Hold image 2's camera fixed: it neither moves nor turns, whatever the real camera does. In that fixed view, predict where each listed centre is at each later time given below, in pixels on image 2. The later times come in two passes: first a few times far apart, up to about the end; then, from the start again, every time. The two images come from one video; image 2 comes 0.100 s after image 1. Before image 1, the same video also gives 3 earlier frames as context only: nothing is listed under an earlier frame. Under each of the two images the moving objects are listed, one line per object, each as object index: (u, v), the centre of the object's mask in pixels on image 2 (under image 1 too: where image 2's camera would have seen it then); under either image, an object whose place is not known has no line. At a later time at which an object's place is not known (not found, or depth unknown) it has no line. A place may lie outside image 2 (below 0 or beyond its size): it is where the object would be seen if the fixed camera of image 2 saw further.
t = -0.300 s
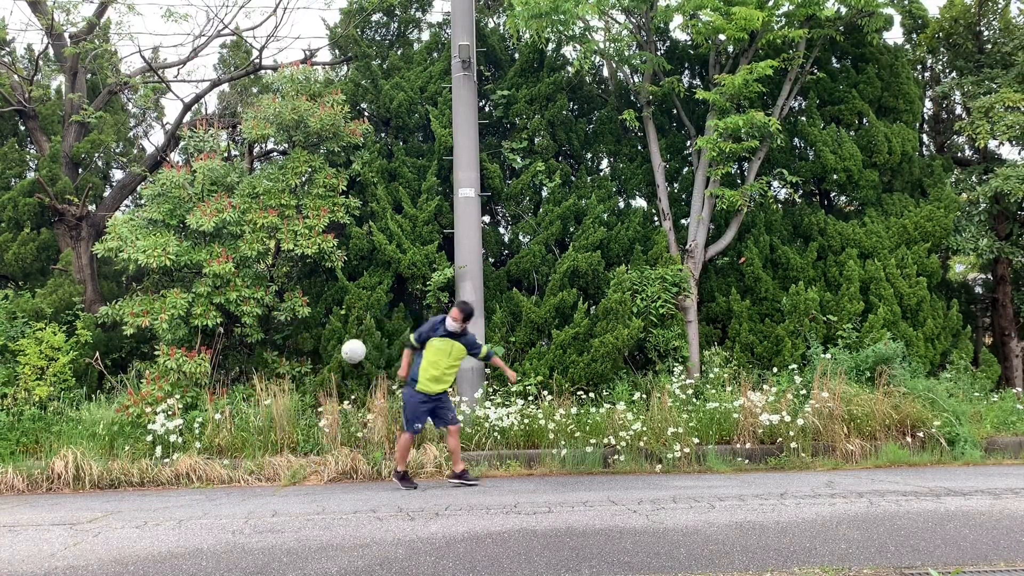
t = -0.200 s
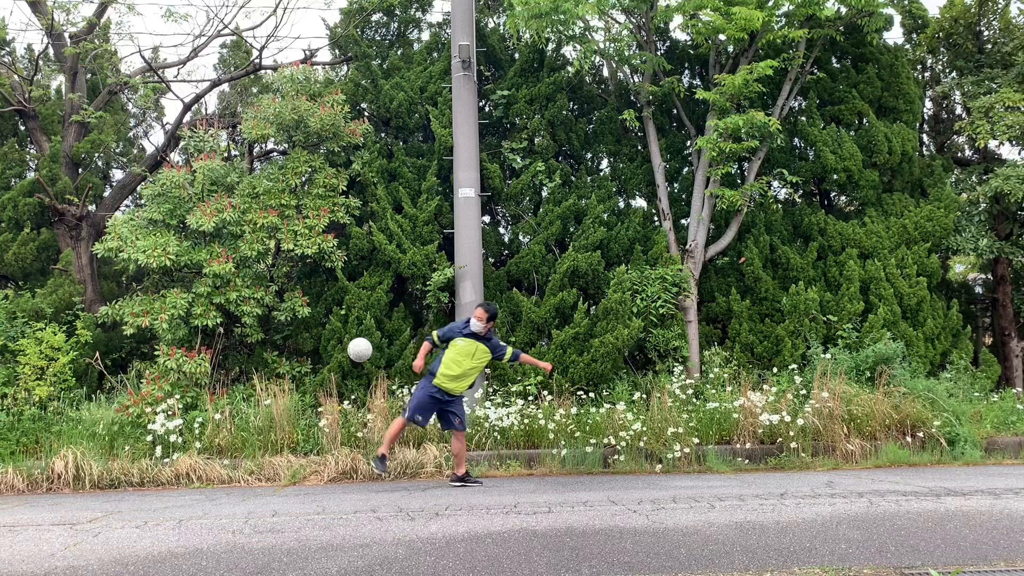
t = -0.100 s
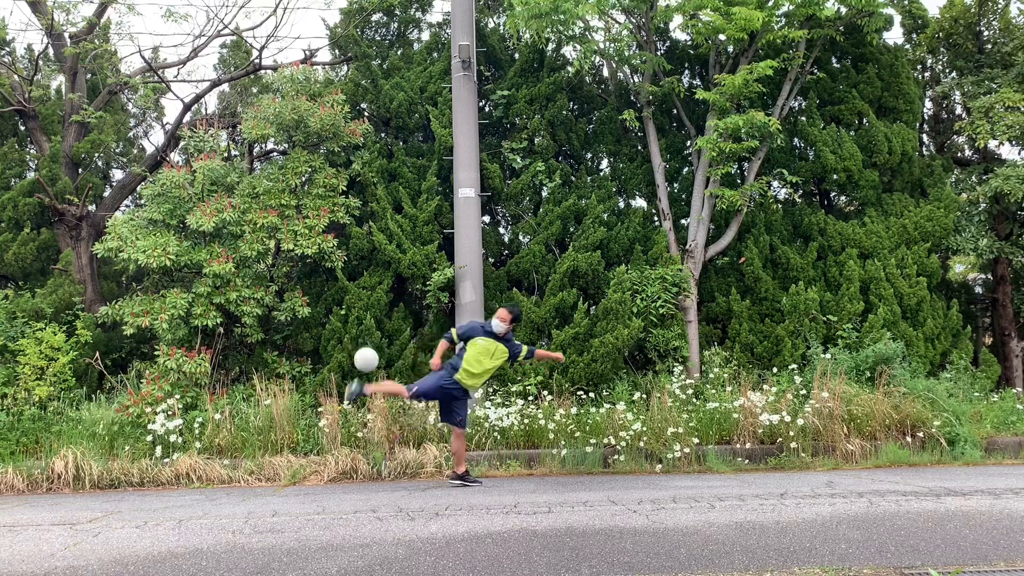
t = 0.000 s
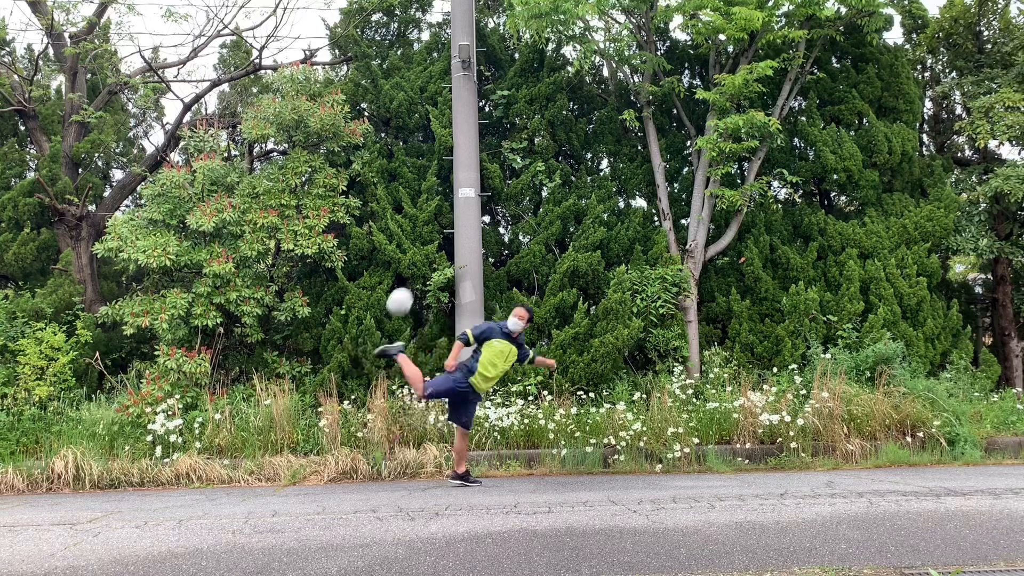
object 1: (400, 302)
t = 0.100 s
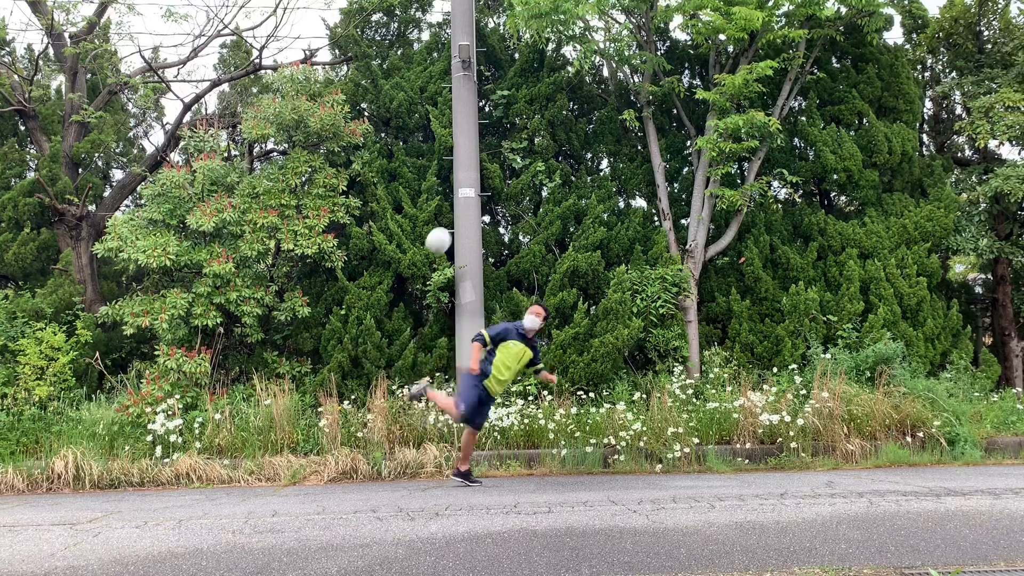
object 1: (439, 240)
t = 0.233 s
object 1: (490, 178)
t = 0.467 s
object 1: (583, 116)
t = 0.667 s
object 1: (667, 112)
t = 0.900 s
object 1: (772, 167)
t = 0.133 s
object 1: (451, 223)
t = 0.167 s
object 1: (464, 206)
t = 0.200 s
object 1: (479, 190)
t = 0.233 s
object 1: (490, 178)
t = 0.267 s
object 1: (503, 165)
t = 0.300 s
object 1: (516, 154)
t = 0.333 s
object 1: (529, 144)
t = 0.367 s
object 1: (543, 135)
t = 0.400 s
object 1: (556, 128)
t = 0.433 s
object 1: (570, 122)
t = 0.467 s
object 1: (583, 116)
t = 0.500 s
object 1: (597, 112)
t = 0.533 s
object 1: (611, 109)
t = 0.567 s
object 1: (625, 108)
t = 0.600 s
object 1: (639, 108)
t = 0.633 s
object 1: (653, 109)
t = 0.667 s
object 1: (667, 112)
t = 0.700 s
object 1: (682, 116)
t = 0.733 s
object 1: (696, 122)
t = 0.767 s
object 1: (711, 127)
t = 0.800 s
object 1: (726, 136)
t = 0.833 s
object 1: (741, 145)
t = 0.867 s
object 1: (756, 156)
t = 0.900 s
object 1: (772, 167)
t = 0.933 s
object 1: (787, 182)
